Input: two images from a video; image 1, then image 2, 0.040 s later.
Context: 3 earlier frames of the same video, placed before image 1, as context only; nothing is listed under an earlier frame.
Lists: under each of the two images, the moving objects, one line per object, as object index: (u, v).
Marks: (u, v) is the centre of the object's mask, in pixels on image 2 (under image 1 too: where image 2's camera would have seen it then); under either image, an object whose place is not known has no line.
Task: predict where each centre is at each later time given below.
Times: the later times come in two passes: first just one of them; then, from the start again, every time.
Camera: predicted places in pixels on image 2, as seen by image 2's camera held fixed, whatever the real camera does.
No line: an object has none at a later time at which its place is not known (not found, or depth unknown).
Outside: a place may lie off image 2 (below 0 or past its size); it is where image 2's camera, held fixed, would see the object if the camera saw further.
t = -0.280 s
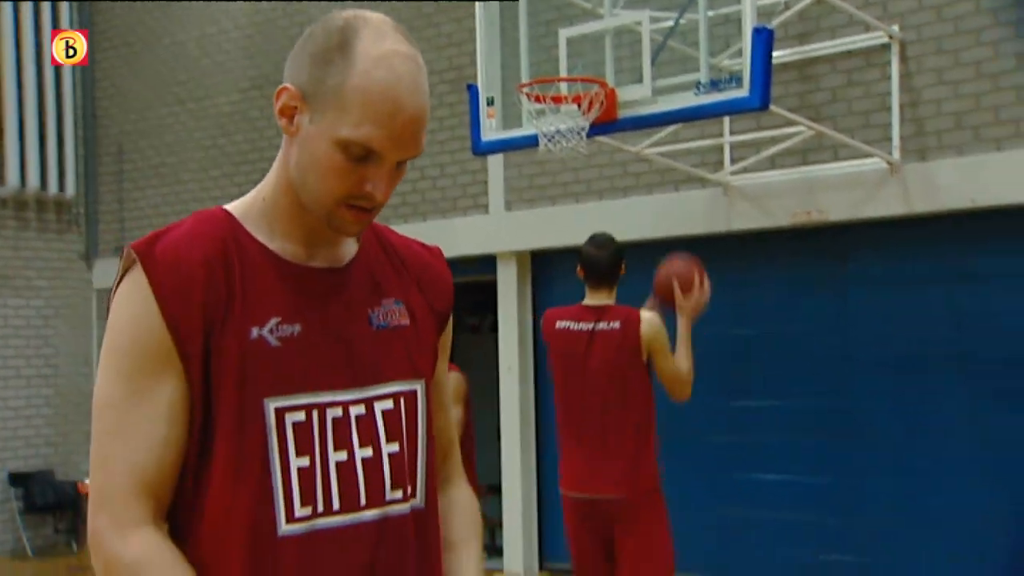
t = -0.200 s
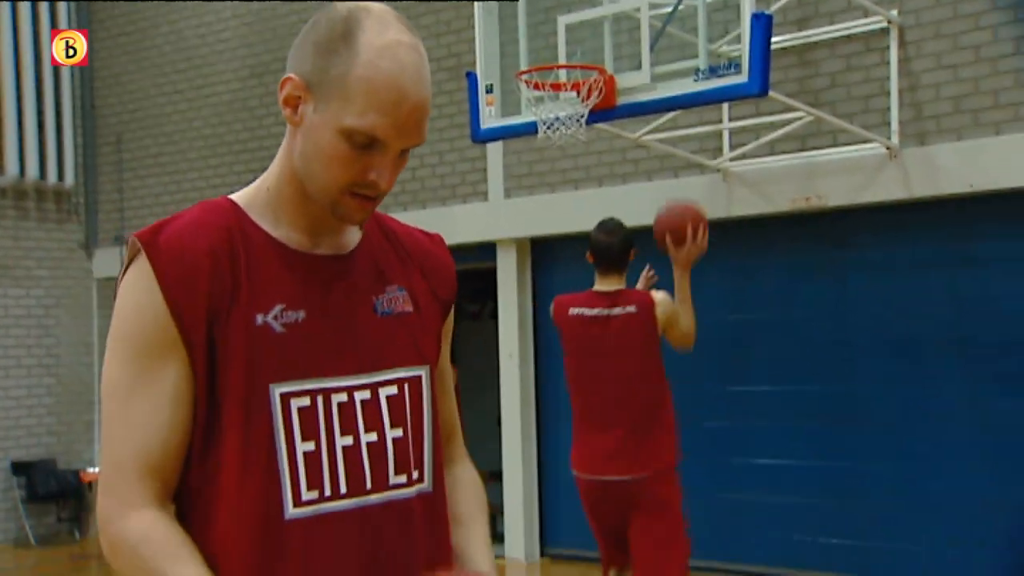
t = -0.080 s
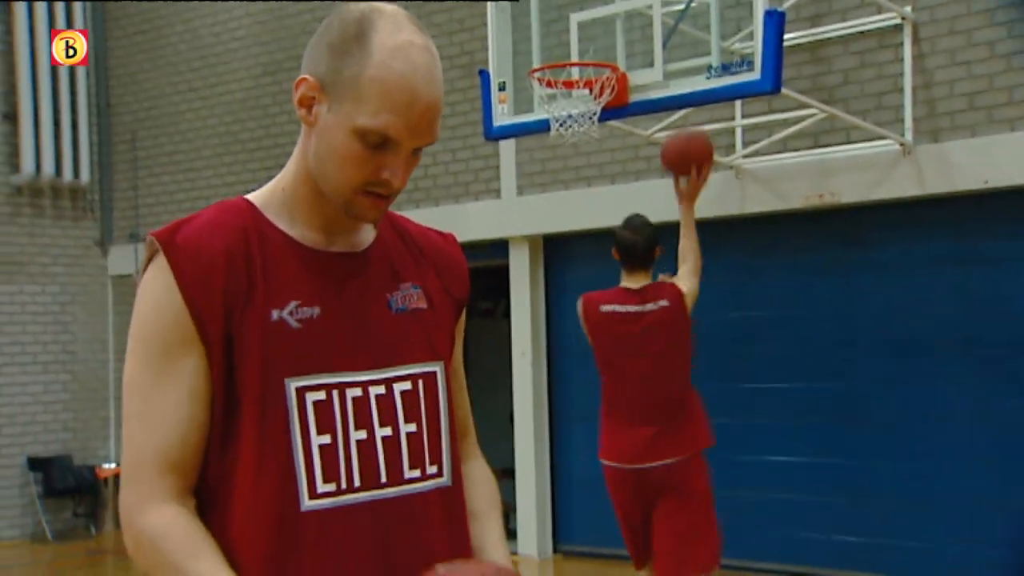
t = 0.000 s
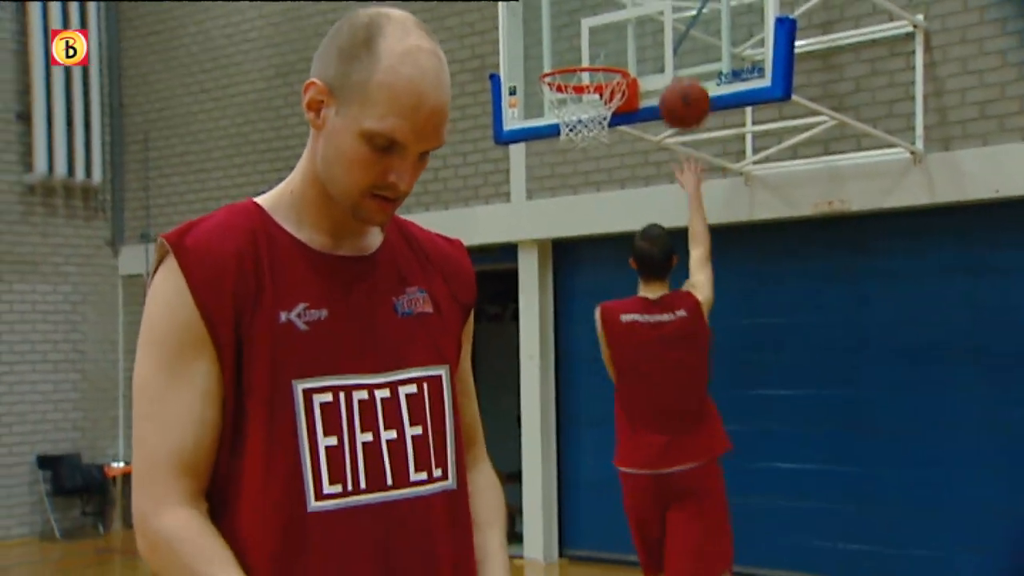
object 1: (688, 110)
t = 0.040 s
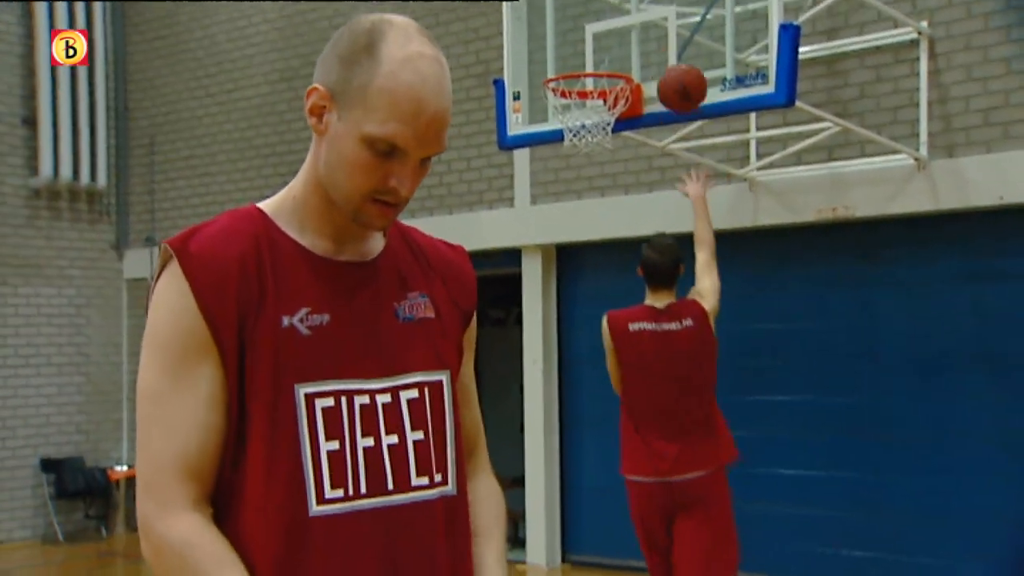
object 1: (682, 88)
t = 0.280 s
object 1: (652, 37)
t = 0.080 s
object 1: (677, 70)
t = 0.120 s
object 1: (671, 58)
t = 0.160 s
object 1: (666, 47)
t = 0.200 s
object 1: (661, 41)
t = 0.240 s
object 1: (656, 38)
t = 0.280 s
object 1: (652, 37)
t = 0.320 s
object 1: (640, 39)
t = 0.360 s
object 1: (624, 43)
